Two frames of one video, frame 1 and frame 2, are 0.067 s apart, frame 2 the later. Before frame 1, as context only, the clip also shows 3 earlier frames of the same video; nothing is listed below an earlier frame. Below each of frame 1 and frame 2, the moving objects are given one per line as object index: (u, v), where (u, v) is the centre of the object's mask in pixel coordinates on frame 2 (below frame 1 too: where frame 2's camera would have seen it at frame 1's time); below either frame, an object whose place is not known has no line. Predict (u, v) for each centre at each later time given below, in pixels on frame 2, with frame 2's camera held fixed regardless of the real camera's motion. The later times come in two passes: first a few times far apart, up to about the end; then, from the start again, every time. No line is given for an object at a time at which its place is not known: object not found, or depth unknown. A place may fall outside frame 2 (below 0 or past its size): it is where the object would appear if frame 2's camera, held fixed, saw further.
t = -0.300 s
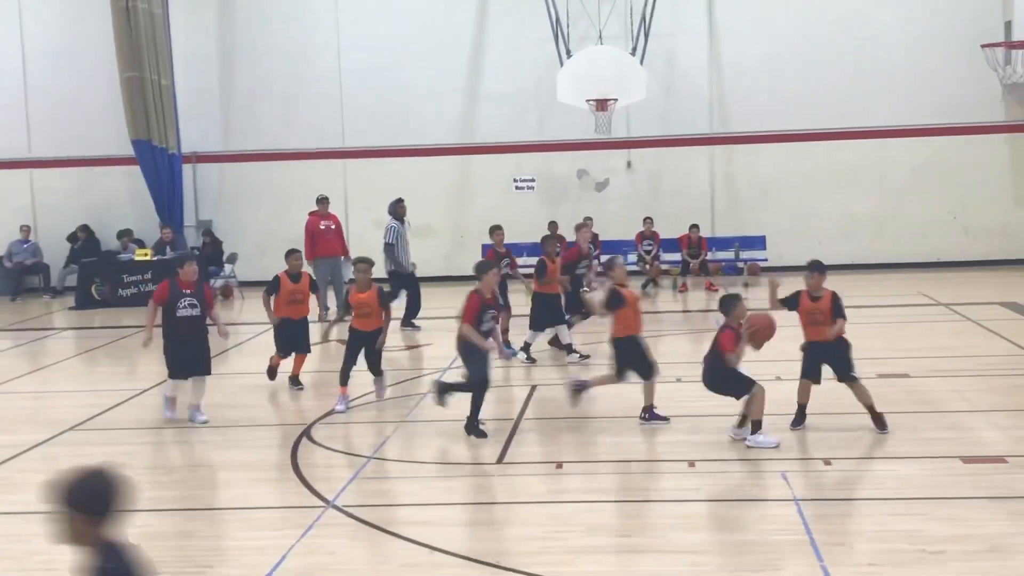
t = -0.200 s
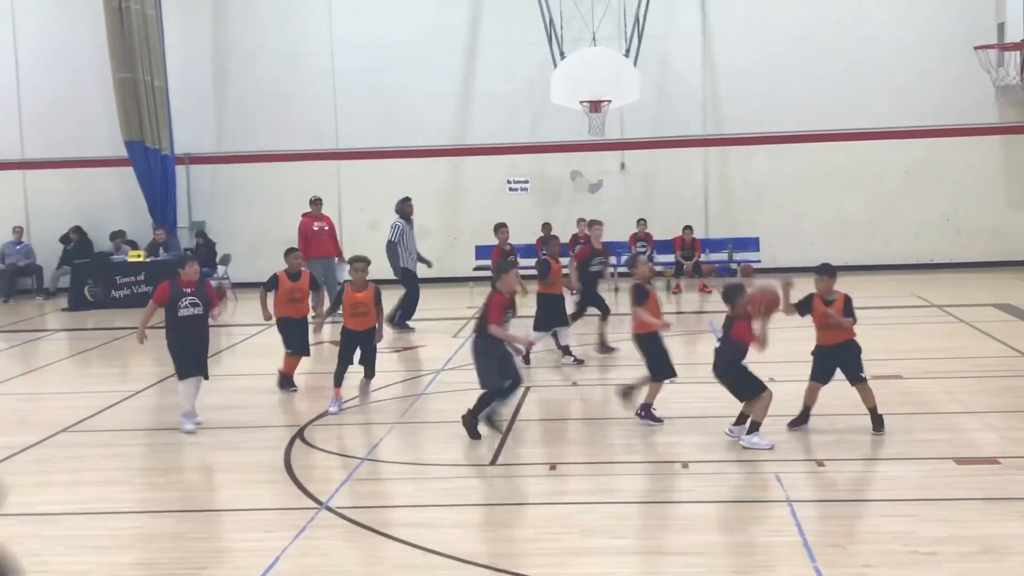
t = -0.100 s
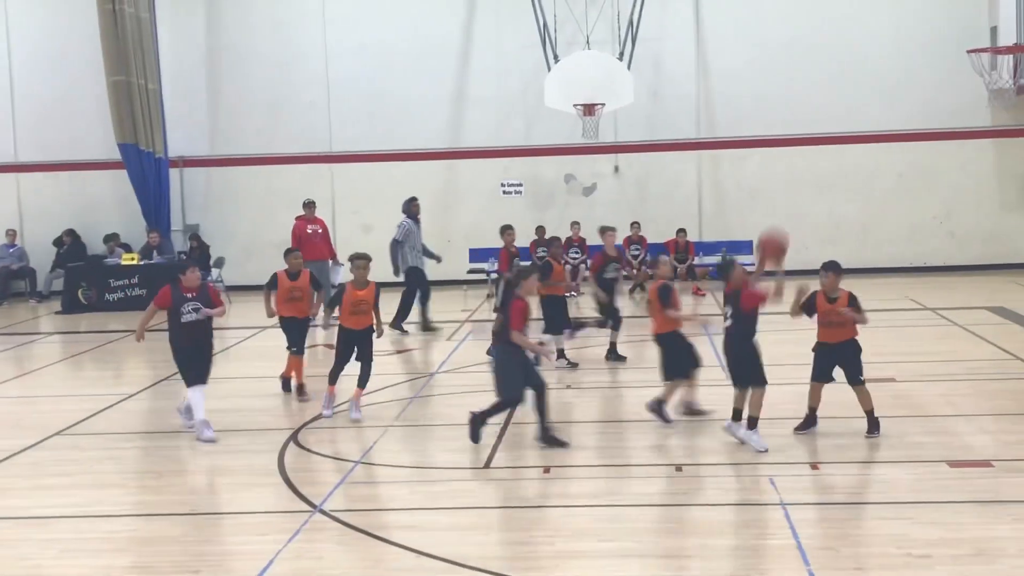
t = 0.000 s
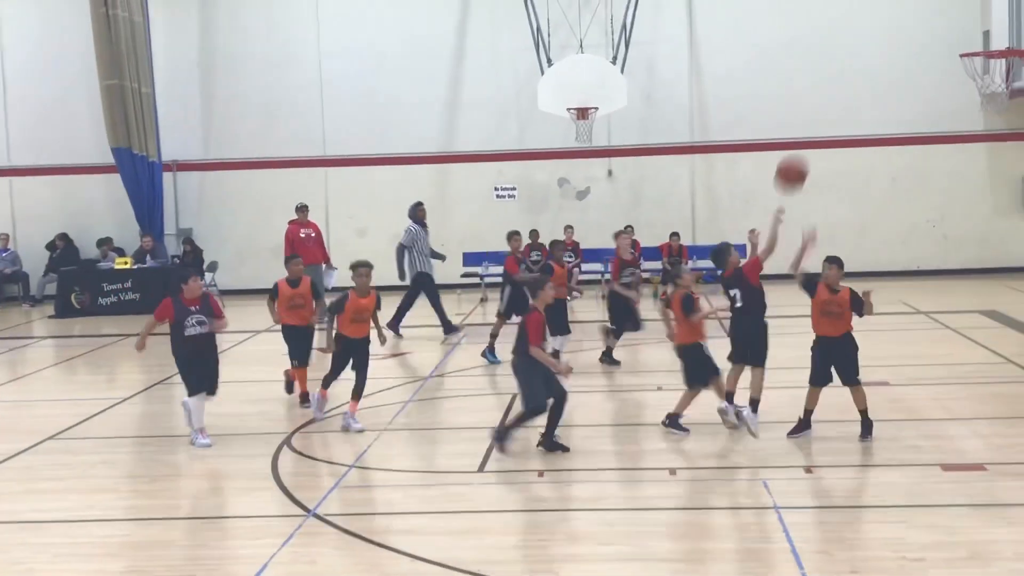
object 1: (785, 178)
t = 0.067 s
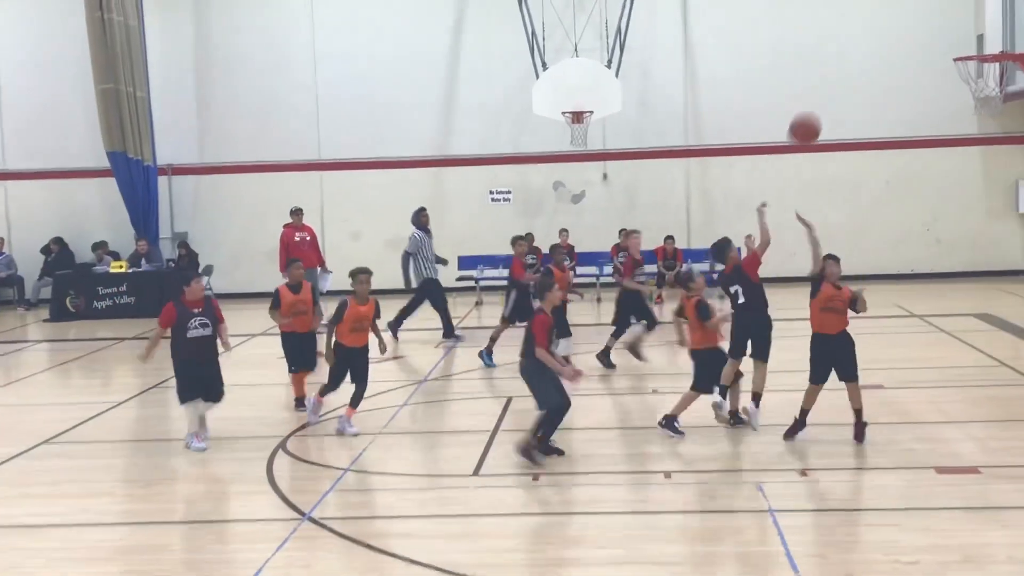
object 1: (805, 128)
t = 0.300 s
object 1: (865, 16)
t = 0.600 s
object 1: (943, -28)
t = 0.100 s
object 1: (813, 110)
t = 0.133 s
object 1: (822, 91)
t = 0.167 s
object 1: (831, 73)
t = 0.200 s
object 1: (840, 57)
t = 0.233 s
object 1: (848, 42)
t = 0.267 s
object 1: (856, 28)
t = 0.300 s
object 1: (865, 16)
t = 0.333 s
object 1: (874, 6)
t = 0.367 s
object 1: (882, -4)
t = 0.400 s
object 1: (891, -11)
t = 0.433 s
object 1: (899, -17)
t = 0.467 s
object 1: (908, -21)
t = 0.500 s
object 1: (917, -24)
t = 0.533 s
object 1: (925, -27)
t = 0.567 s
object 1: (934, -28)
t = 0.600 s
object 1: (943, -28)
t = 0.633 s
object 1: (951, -25)
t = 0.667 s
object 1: (959, -22)
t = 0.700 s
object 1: (967, -17)
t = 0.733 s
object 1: (975, -10)
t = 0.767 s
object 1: (984, -3)
